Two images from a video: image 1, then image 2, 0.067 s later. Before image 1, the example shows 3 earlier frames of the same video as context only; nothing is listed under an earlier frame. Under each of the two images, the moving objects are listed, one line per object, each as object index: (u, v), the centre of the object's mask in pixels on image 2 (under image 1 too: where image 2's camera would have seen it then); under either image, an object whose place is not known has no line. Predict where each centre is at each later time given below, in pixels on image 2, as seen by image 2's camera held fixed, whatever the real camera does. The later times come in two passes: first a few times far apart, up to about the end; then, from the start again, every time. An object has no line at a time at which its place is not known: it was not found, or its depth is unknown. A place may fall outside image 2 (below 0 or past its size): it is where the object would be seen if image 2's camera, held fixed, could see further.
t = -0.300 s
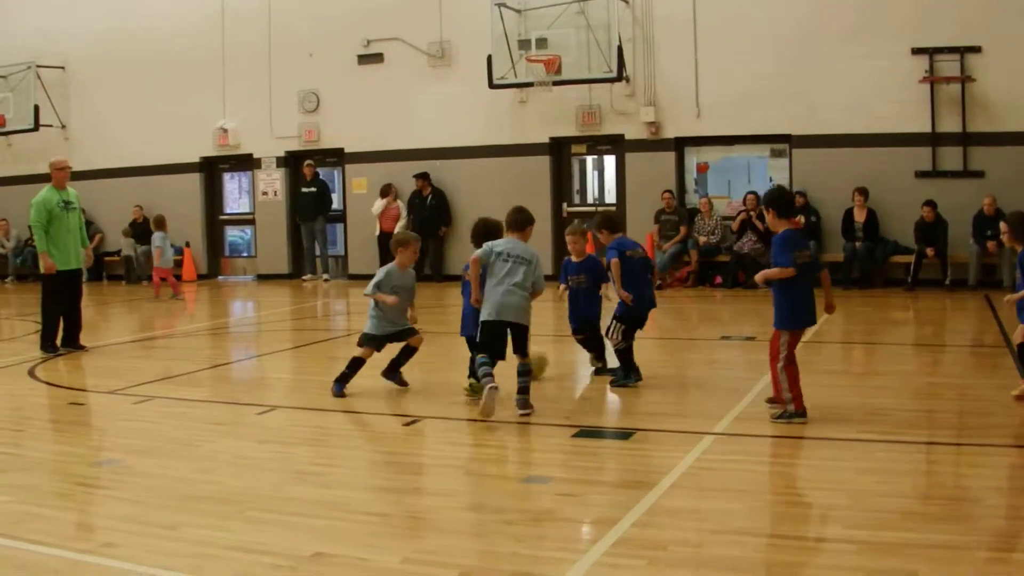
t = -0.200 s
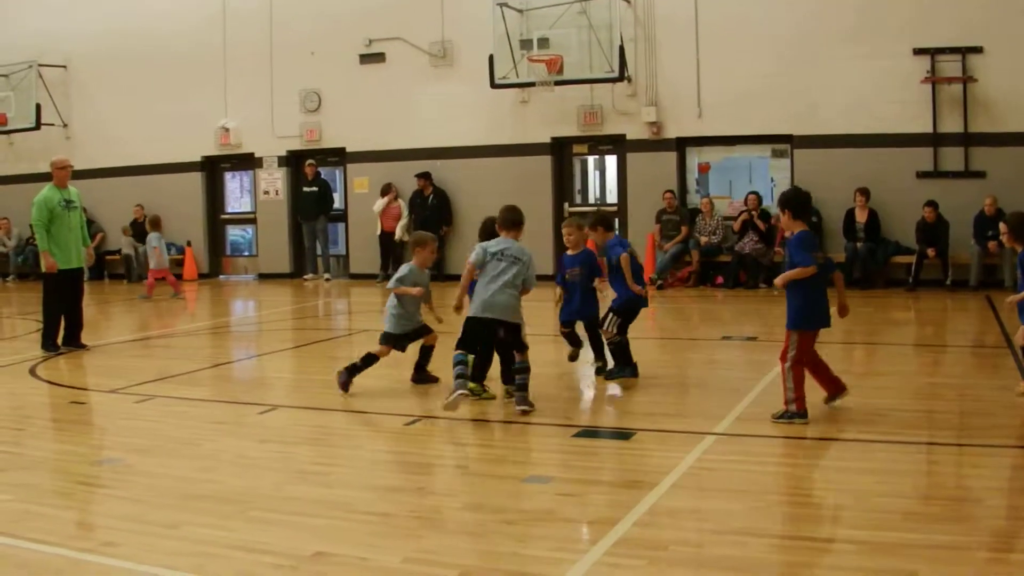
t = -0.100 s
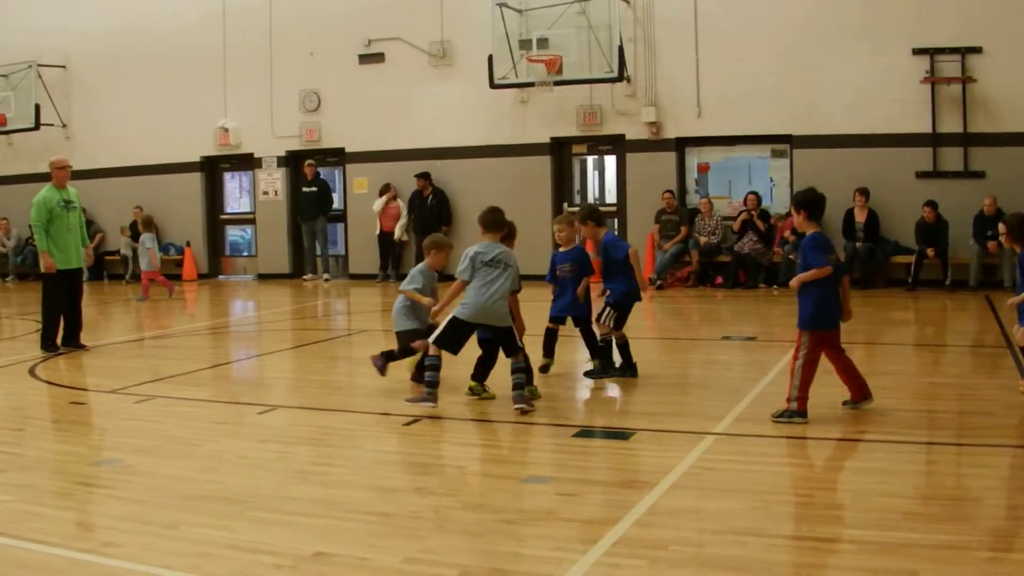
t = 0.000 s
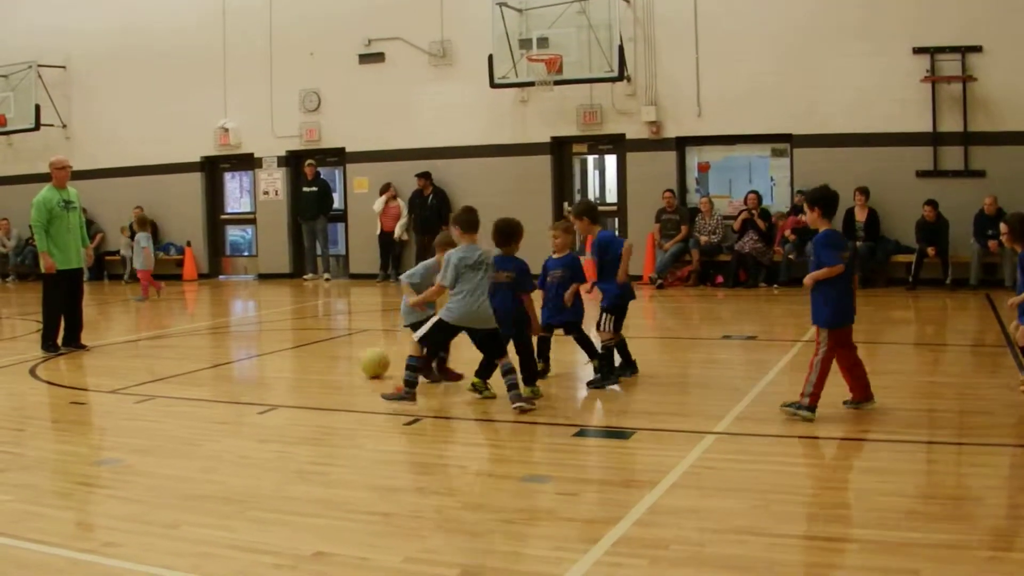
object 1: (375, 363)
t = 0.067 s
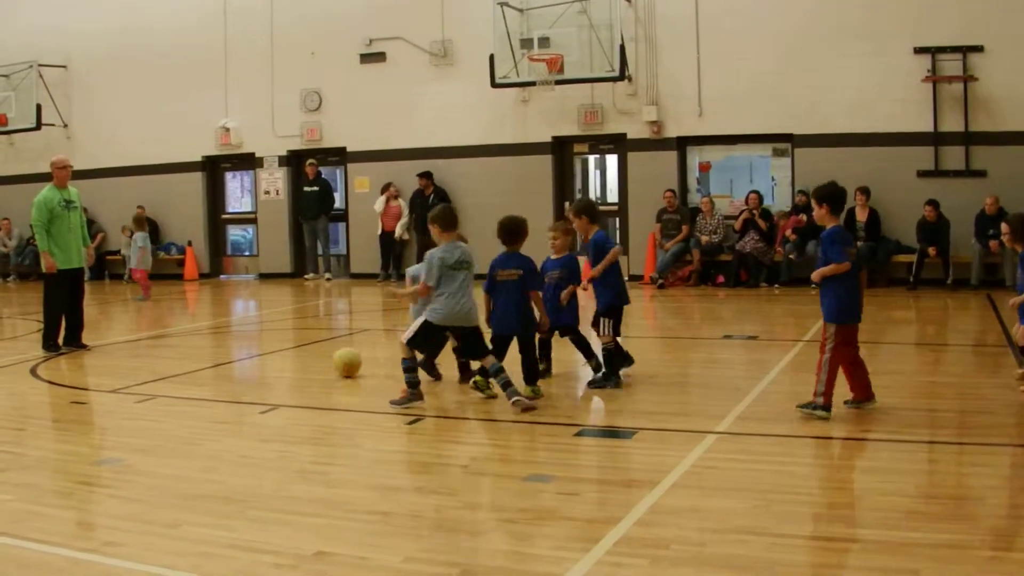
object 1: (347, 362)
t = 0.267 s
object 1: (272, 362)
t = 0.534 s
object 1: (186, 361)
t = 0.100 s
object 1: (333, 363)
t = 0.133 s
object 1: (320, 362)
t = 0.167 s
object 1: (307, 363)
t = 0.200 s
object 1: (295, 362)
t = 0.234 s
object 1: (284, 362)
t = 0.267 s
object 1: (272, 362)
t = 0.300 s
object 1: (261, 362)
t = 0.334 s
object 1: (250, 362)
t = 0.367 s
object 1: (239, 361)
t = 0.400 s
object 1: (228, 361)
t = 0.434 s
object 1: (218, 362)
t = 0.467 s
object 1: (207, 361)
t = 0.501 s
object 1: (196, 362)
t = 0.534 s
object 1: (186, 361)
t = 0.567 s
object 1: (176, 361)
